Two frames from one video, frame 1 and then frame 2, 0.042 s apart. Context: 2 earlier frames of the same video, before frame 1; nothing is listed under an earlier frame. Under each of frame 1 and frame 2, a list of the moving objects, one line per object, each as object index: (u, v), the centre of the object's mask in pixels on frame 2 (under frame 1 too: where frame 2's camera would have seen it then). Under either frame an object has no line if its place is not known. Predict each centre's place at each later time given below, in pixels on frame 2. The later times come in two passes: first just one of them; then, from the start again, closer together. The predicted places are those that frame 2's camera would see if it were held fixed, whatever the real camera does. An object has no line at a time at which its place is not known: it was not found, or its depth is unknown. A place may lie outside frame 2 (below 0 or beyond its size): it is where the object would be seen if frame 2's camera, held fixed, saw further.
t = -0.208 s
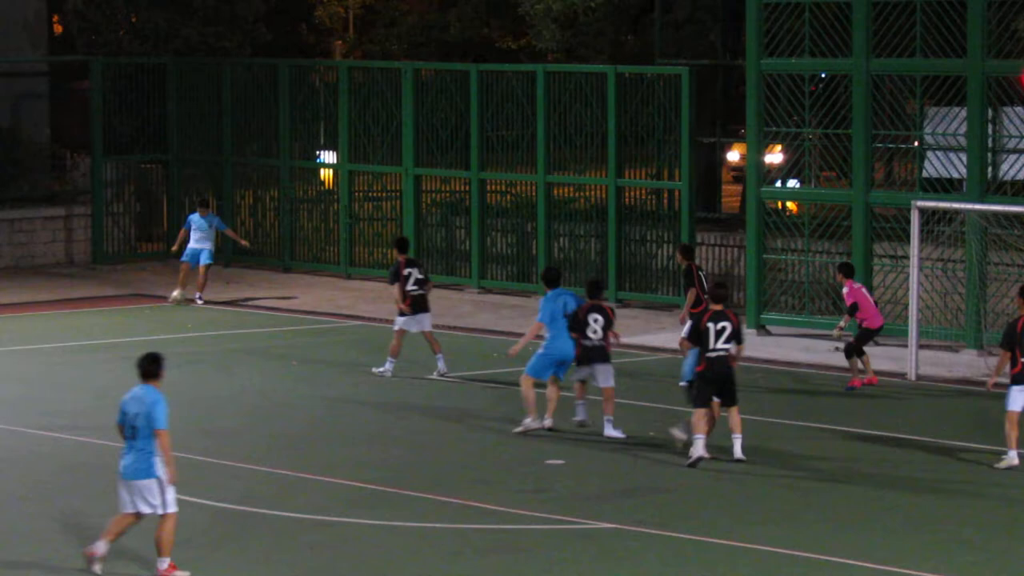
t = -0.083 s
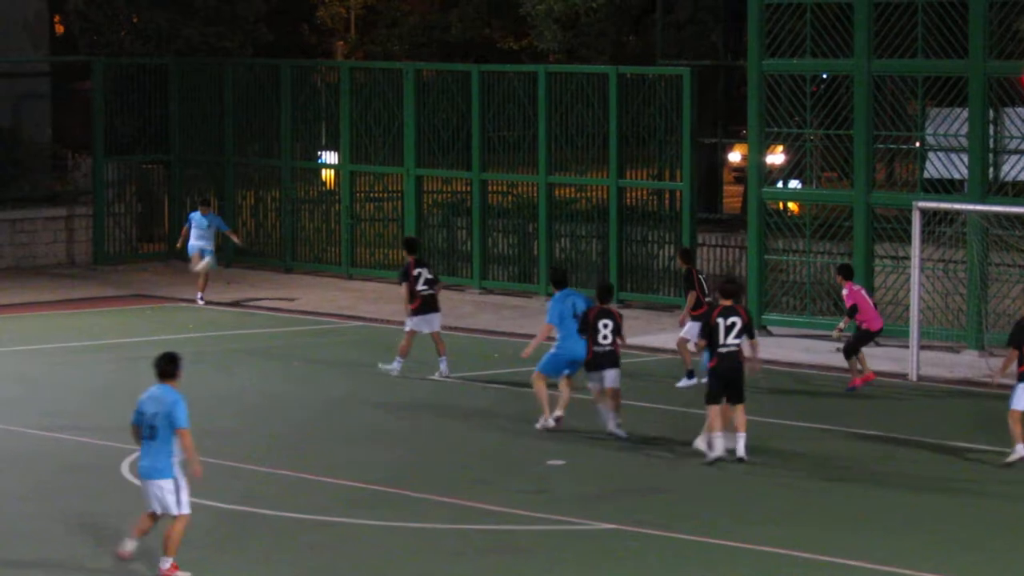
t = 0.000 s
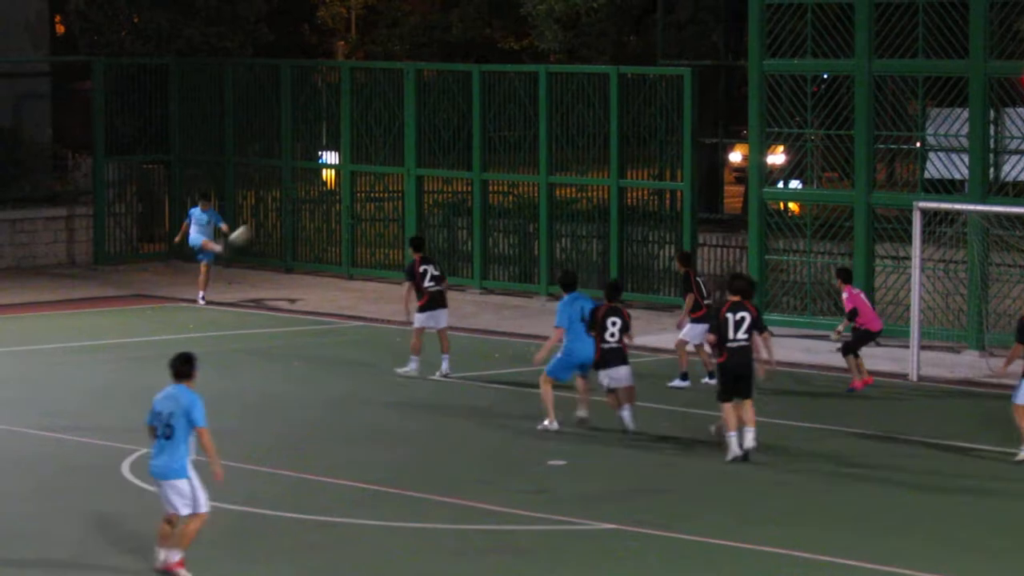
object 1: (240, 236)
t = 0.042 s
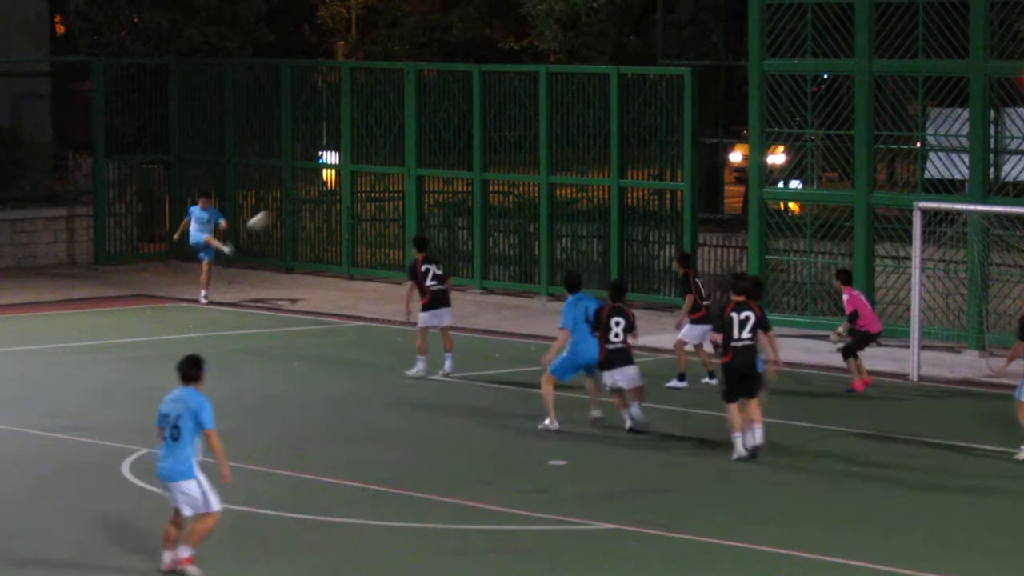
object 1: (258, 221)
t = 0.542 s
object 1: (554, 131)
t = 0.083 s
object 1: (280, 208)
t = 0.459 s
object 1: (496, 134)
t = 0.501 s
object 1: (525, 132)
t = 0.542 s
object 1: (554, 131)
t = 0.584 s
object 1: (584, 131)
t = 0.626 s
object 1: (615, 132)
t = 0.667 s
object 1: (648, 135)
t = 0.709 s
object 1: (682, 140)
